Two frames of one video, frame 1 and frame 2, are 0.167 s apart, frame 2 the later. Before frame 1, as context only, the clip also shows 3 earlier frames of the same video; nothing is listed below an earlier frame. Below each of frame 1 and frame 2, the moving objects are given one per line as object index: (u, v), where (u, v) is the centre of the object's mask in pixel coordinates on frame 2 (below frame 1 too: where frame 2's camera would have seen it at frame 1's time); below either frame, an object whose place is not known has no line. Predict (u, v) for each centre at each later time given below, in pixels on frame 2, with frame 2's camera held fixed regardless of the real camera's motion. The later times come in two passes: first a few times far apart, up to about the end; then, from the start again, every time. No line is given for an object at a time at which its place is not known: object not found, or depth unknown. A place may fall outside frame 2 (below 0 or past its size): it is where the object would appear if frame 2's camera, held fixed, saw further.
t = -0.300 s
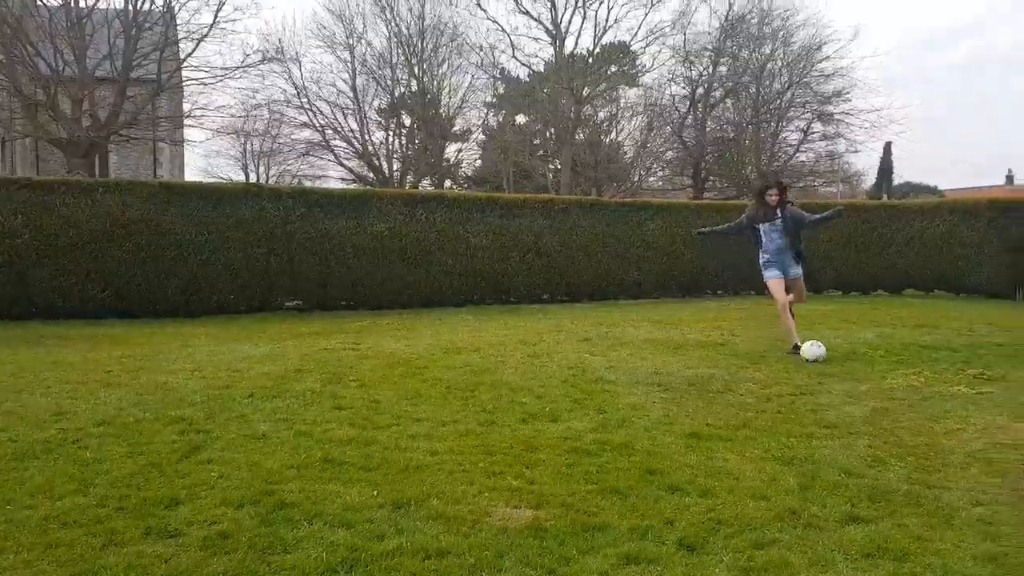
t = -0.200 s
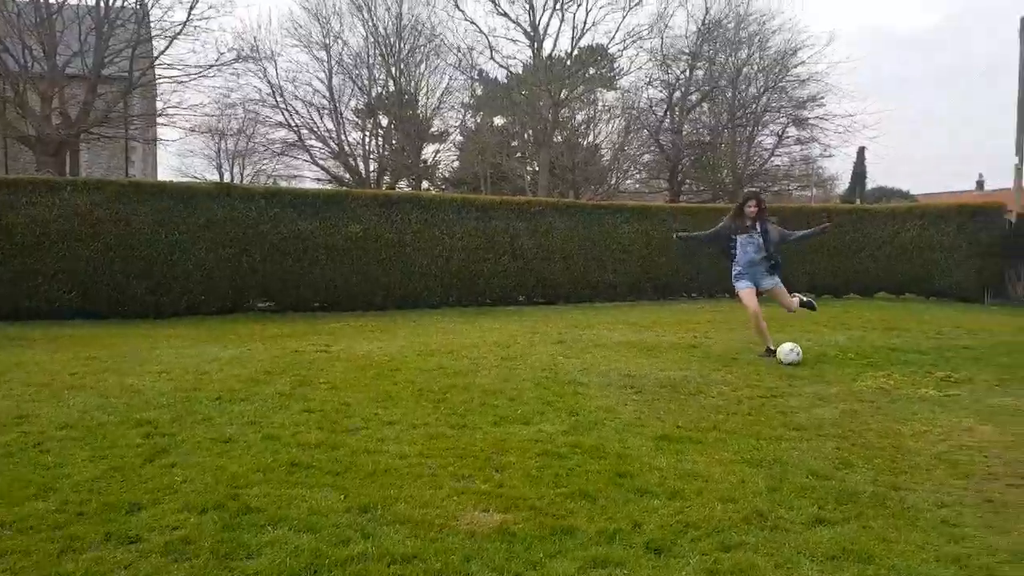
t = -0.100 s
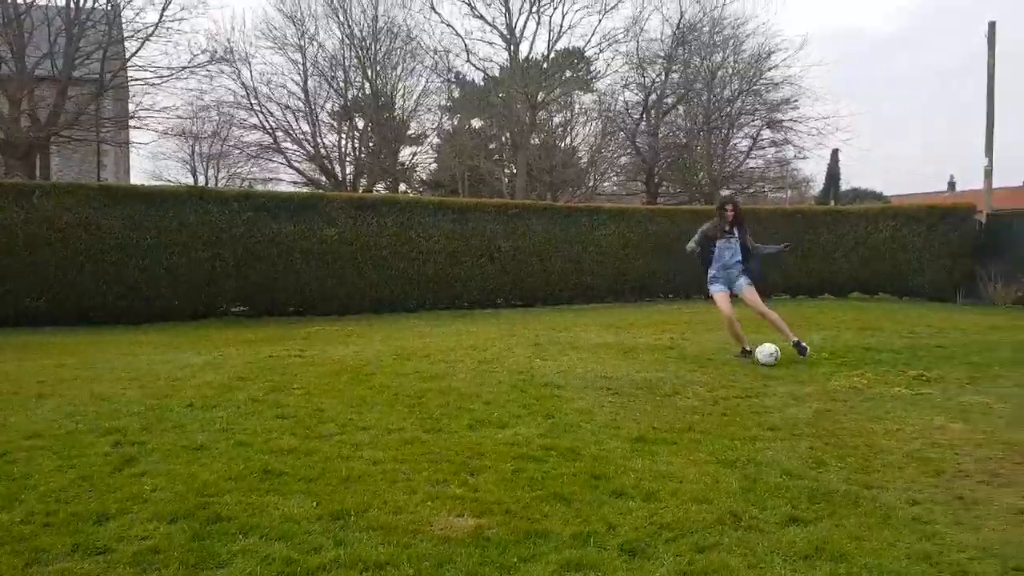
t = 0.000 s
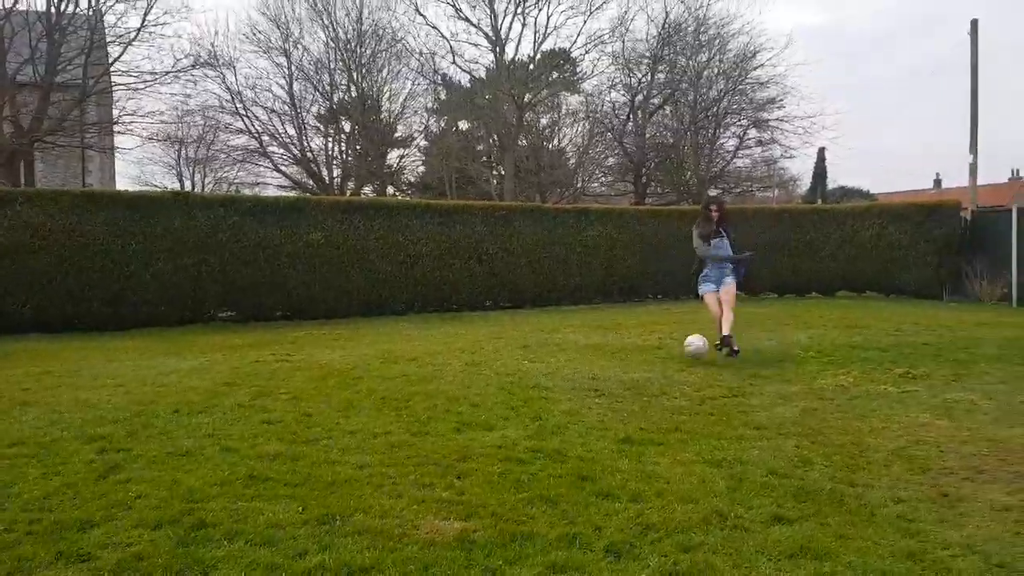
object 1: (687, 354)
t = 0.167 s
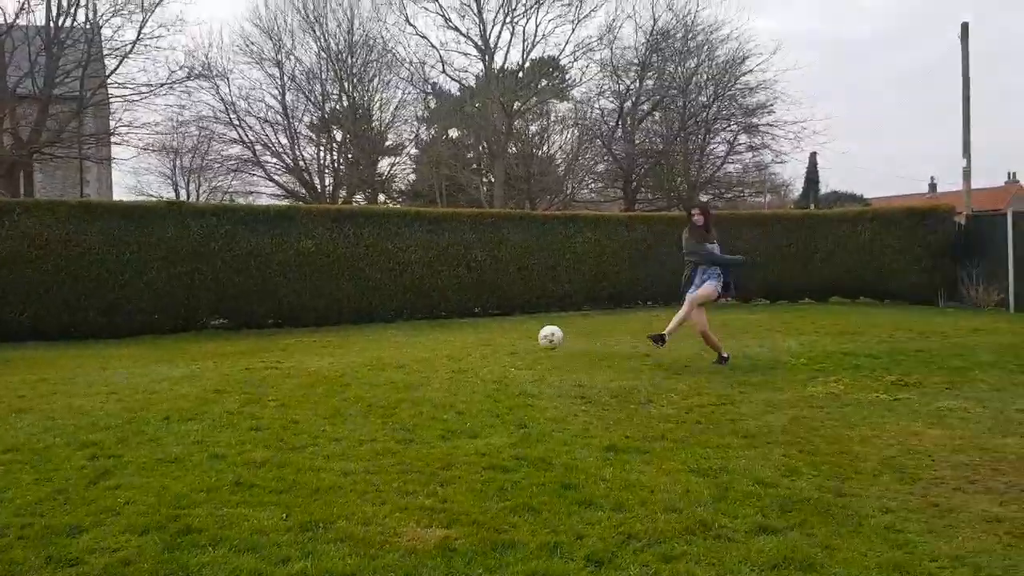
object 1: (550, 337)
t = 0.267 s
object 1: (468, 343)
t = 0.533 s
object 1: (269, 357)
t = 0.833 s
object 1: (57, 356)
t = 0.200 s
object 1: (523, 337)
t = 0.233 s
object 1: (494, 340)
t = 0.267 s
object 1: (468, 343)
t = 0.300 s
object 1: (442, 348)
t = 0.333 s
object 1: (416, 356)
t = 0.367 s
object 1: (390, 359)
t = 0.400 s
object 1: (365, 358)
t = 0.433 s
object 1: (342, 355)
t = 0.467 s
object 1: (319, 354)
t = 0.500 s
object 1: (293, 355)
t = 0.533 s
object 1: (269, 357)
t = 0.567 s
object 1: (245, 359)
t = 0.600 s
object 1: (221, 358)
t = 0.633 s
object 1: (197, 353)
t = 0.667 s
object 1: (174, 350)
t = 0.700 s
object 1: (150, 348)
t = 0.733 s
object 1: (127, 348)
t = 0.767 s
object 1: (103, 349)
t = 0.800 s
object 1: (80, 351)
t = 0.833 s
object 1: (57, 356)
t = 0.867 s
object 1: (33, 361)
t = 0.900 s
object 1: (10, 362)
